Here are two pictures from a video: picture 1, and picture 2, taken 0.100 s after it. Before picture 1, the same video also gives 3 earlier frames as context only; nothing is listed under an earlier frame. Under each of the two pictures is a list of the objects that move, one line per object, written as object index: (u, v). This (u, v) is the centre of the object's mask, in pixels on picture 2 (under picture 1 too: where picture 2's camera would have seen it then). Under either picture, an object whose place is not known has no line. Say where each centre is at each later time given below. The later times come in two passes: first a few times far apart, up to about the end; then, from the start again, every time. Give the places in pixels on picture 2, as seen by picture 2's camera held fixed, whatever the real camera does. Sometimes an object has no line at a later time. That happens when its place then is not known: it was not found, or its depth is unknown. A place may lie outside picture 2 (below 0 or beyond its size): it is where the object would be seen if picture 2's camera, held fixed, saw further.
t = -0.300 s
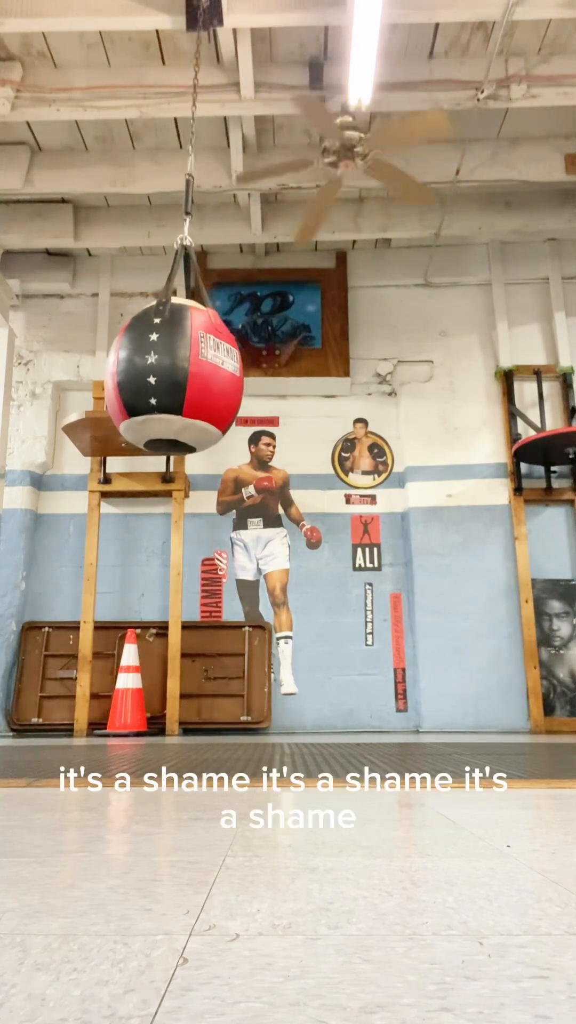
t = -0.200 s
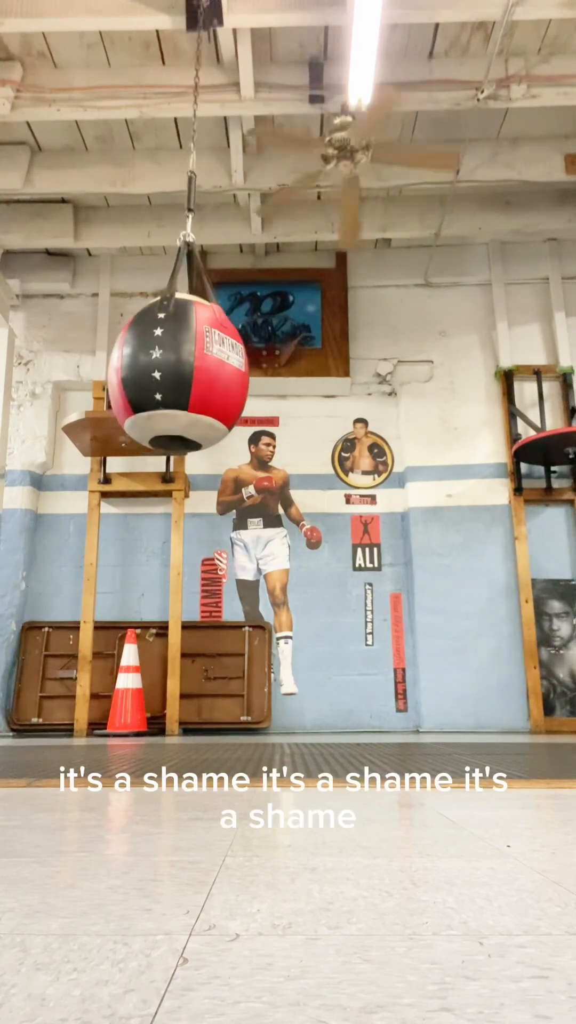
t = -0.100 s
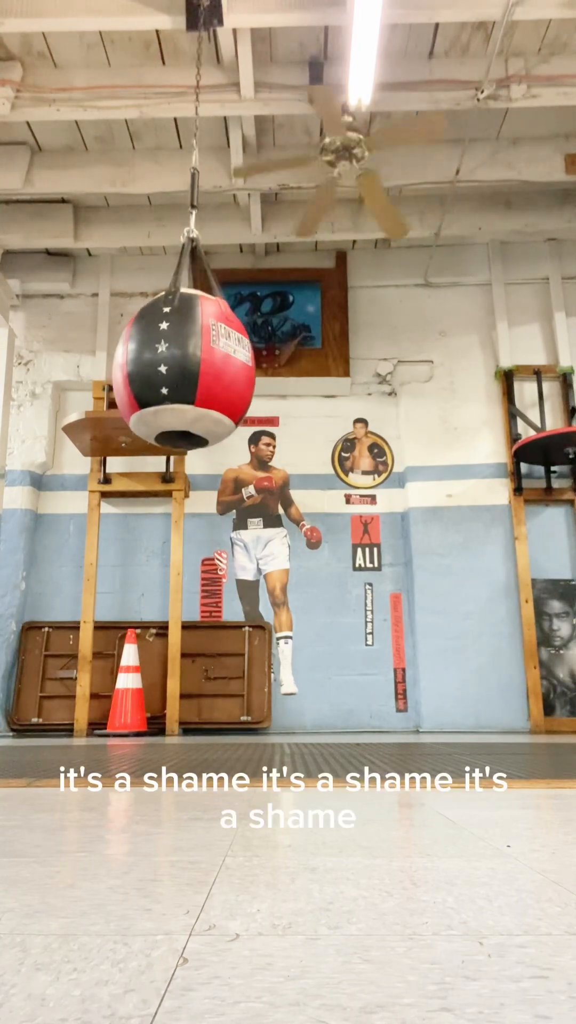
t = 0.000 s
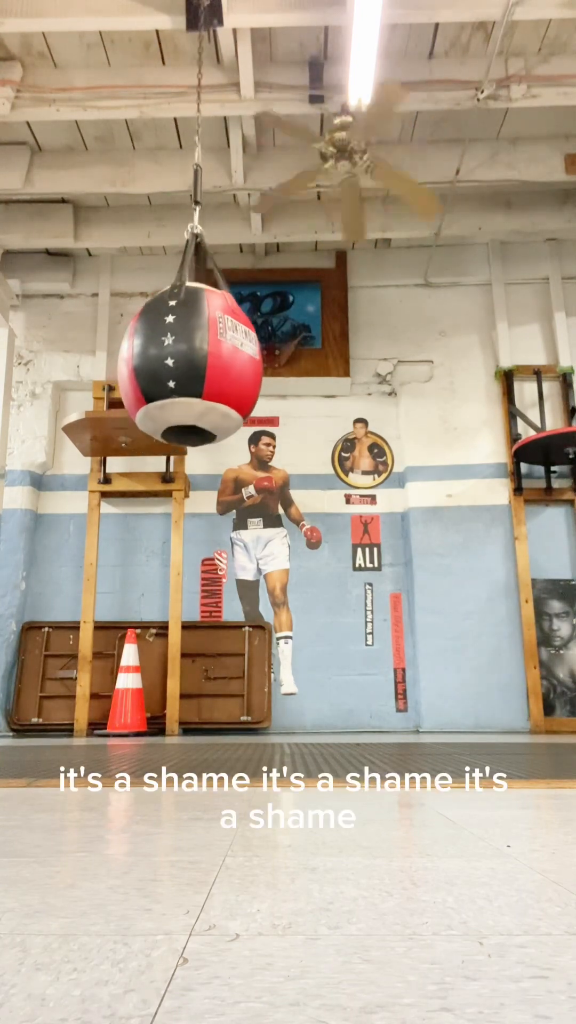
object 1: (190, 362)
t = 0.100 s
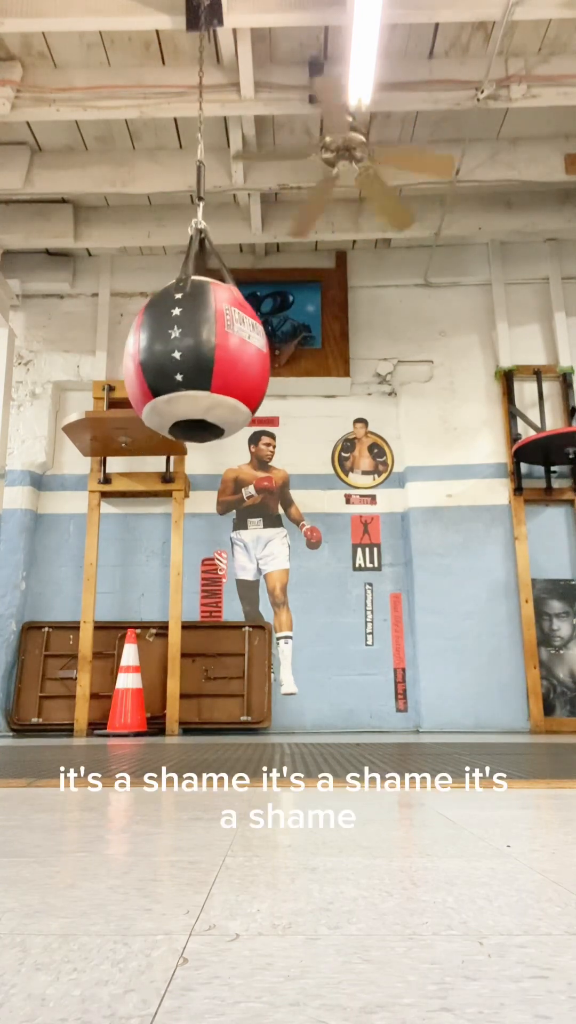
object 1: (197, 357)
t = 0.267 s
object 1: (207, 349)
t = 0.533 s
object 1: (220, 340)
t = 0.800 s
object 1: (223, 340)
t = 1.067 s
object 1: (215, 349)
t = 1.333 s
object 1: (200, 363)
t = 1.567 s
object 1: (186, 368)
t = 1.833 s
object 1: (174, 374)
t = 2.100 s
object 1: (170, 375)
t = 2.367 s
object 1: (173, 371)
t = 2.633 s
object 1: (185, 364)
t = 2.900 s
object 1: (201, 351)
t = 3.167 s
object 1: (216, 343)
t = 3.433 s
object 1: (223, 338)
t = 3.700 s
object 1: (219, 344)
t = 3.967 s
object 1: (206, 357)
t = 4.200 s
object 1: (192, 367)
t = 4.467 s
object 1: (178, 372)
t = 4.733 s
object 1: (170, 380)
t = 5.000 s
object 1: (171, 379)
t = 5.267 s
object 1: (180, 368)
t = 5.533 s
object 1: (195, 357)
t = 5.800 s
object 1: (210, 348)
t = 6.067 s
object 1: (220, 340)
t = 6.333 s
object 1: (221, 341)
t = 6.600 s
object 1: (211, 351)
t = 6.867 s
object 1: (196, 364)
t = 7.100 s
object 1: (183, 373)
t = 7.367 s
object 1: (173, 379)
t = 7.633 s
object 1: (171, 375)
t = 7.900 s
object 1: (176, 375)
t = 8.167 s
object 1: (189, 362)
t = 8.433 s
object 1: (204, 354)
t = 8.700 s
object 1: (217, 342)
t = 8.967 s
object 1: (221, 339)
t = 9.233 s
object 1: (215, 346)
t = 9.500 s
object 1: (202, 355)
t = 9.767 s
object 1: (187, 366)
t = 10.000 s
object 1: (177, 373)
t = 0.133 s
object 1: (199, 356)
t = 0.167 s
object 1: (201, 350)
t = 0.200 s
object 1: (203, 352)
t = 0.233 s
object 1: (205, 351)
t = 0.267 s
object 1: (207, 349)
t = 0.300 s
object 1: (209, 347)
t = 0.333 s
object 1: (211, 346)
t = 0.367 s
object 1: (213, 345)
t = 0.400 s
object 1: (215, 344)
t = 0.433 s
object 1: (216, 342)
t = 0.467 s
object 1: (218, 341)
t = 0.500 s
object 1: (219, 341)
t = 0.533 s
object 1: (220, 340)
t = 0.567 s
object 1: (221, 339)
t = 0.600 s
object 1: (222, 339)
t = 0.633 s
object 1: (223, 338)
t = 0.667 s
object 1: (223, 338)
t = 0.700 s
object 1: (223, 338)
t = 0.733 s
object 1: (223, 339)
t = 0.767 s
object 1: (223, 339)
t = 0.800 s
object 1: (223, 340)
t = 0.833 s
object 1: (223, 341)
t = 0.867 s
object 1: (222, 341)
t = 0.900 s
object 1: (221, 343)
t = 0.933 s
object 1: (220, 344)
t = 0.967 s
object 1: (219, 345)
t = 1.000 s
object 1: (218, 346)
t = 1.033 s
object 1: (217, 348)
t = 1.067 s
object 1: (215, 349)
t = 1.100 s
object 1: (214, 351)
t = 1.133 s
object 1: (212, 353)
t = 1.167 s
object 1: (210, 354)
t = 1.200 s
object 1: (208, 356)
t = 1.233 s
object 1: (206, 358)
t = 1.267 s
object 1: (204, 359)
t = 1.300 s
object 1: (202, 361)
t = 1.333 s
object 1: (200, 363)
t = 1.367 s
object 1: (198, 365)
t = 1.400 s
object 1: (196, 366)
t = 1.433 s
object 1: (194, 367)
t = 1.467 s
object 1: (192, 365)
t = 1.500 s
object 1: (189, 370)
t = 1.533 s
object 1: (188, 367)
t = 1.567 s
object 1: (186, 368)
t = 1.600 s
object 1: (184, 373)
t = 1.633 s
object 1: (182, 374)
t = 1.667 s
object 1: (180, 376)
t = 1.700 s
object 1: (179, 372)
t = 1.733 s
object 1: (177, 377)
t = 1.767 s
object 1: (176, 378)
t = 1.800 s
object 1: (175, 374)
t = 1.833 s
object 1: (174, 374)
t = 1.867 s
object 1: (173, 374)
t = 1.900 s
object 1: (172, 375)
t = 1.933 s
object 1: (171, 375)
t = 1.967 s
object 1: (171, 375)
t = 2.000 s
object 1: (170, 375)
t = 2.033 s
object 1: (170, 375)
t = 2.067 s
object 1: (170, 375)
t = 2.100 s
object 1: (170, 375)
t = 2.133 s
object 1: (170, 375)
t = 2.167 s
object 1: (170, 374)
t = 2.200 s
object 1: (170, 374)
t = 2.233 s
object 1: (170, 374)
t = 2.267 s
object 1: (171, 373)
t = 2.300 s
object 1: (171, 373)
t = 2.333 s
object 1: (172, 377)
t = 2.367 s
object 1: (173, 371)
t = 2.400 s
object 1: (174, 371)
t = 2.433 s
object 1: (175, 370)
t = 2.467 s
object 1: (177, 369)
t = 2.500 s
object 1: (178, 368)
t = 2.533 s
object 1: (180, 367)
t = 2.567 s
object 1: (181, 366)
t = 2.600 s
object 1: (183, 365)
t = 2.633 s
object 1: (185, 364)
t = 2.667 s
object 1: (187, 362)
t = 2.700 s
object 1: (189, 360)
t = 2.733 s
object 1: (191, 359)
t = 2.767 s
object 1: (193, 357)
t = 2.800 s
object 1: (195, 356)
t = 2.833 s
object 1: (197, 358)
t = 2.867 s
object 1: (199, 357)
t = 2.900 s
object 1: (201, 351)
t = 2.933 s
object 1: (203, 353)
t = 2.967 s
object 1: (205, 352)
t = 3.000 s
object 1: (207, 350)
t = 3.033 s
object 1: (209, 348)
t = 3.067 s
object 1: (211, 343)
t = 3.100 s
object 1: (212, 346)
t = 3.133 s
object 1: (214, 344)
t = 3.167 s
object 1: (216, 343)
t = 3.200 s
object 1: (217, 342)
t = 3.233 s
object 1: (218, 341)
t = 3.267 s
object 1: (219, 340)
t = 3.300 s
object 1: (220, 340)
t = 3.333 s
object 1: (221, 339)
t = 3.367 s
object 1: (222, 339)
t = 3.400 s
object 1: (222, 338)
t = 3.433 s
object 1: (223, 338)
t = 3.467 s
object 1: (223, 339)
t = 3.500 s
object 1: (223, 339)
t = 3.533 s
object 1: (222, 339)
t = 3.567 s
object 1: (222, 340)
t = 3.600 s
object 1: (221, 341)
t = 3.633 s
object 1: (221, 342)
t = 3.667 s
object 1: (220, 343)
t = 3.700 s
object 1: (219, 344)
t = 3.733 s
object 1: (218, 346)
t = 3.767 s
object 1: (216, 347)
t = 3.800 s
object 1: (215, 348)
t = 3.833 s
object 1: (213, 350)
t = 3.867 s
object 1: (211, 352)
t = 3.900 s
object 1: (210, 353)
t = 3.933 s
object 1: (208, 355)
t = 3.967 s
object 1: (206, 357)
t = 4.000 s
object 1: (204, 359)
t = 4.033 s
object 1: (202, 360)
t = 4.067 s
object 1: (200, 362)
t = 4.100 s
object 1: (198, 363)
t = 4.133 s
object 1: (196, 361)
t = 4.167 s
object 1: (194, 366)
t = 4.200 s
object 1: (192, 367)
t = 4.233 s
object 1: (190, 365)
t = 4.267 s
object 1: (188, 366)
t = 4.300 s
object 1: (186, 367)
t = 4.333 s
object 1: (185, 369)
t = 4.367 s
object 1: (183, 369)
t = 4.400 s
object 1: (181, 370)
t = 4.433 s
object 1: (180, 371)
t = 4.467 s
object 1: (178, 372)
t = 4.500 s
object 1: (176, 377)
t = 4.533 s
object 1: (176, 373)
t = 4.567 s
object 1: (175, 374)
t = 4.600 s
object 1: (174, 374)
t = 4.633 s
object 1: (173, 374)
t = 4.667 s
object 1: (171, 380)
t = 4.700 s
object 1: (171, 380)
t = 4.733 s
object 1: (170, 380)
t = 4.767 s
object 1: (171, 375)
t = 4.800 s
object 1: (170, 375)
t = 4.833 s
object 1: (170, 375)
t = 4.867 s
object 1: (170, 375)
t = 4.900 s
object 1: (170, 375)
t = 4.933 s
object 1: (170, 380)
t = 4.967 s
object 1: (170, 379)
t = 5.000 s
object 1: (171, 379)
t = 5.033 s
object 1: (172, 373)
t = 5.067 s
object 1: (172, 377)
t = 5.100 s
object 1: (174, 372)
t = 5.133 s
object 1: (175, 371)
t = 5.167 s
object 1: (176, 370)
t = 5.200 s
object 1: (177, 370)
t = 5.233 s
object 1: (178, 369)
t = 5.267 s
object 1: (180, 368)
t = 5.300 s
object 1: (182, 367)
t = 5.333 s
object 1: (183, 365)
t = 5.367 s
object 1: (185, 364)
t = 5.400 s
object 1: (187, 363)
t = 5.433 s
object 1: (189, 361)
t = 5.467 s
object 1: (191, 360)
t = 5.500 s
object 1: (193, 358)
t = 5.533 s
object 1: (195, 357)
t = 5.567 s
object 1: (197, 355)
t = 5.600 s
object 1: (198, 357)
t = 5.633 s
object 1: (201, 352)
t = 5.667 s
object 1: (203, 354)
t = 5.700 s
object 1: (205, 353)
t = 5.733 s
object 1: (207, 351)
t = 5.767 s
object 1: (208, 349)
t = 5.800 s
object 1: (210, 348)
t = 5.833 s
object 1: (212, 347)
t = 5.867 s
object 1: (214, 345)
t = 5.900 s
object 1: (215, 344)
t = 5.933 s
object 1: (216, 343)
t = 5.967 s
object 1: (218, 342)
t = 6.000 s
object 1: (219, 341)
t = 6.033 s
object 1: (220, 340)
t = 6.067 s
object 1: (220, 340)
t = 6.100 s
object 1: (221, 339)
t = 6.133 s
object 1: (221, 338)
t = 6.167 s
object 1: (222, 338)
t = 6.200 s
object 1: (222, 338)
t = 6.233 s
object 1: (222, 339)
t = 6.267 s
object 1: (222, 339)
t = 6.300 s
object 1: (221, 340)
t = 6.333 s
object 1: (221, 341)
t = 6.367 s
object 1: (220, 342)
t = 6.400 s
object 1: (219, 343)
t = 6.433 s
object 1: (218, 344)
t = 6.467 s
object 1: (217, 345)
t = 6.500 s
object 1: (216, 347)
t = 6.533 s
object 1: (214, 348)
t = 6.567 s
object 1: (213, 349)
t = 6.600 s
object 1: (211, 351)
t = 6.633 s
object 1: (209, 353)
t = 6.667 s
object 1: (208, 354)
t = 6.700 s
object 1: (206, 356)
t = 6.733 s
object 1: (204, 358)
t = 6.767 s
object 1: (202, 360)
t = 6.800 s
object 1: (200, 357)
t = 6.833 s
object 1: (198, 362)
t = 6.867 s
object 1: (196, 364)
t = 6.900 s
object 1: (194, 365)
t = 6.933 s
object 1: (192, 367)
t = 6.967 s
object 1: (190, 364)
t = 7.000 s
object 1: (188, 365)
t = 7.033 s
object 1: (187, 367)
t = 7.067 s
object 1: (185, 368)
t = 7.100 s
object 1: (183, 373)
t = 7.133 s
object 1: (182, 370)
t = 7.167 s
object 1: (180, 371)
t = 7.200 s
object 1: (179, 372)
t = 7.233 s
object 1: (177, 372)
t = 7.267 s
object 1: (176, 373)
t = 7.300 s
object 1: (175, 373)
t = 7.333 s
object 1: (173, 379)
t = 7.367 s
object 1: (173, 379)
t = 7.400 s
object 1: (173, 375)
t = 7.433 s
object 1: (171, 380)
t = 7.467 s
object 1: (172, 375)
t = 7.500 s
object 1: (171, 375)
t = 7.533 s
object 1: (171, 375)
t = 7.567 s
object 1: (171, 375)
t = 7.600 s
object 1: (171, 375)
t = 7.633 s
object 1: (171, 375)
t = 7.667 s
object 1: (171, 374)
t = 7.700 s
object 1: (172, 374)
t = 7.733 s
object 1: (172, 374)
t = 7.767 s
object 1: (173, 374)
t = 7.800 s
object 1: (173, 373)
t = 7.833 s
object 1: (174, 372)
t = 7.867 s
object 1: (175, 376)
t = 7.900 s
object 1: (176, 375)
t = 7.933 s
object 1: (178, 370)
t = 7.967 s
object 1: (179, 369)
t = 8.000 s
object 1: (180, 368)
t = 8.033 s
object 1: (181, 372)
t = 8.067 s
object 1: (183, 370)
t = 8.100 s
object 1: (185, 365)
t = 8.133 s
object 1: (187, 363)
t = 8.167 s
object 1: (189, 362)
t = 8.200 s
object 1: (191, 361)
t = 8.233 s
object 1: (193, 359)
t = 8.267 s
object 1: (195, 358)
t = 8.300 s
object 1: (196, 360)
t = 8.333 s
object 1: (198, 358)
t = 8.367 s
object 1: (200, 357)
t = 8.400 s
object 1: (202, 355)
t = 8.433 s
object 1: (204, 354)
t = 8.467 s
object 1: (206, 352)
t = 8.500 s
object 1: (208, 350)
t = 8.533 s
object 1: (210, 349)
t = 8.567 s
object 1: (211, 347)
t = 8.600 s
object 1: (213, 346)
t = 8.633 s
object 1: (214, 345)
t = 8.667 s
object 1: (216, 343)
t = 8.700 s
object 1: (217, 342)
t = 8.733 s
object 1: (218, 341)
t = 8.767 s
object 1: (219, 341)
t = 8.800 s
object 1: (220, 340)
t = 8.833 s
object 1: (220, 339)
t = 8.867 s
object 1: (221, 339)
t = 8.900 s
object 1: (221, 339)
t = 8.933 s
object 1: (221, 339)
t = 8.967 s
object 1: (221, 339)
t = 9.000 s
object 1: (221, 339)
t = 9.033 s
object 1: (220, 340)
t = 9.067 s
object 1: (220, 340)
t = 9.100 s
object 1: (219, 341)
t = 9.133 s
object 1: (218, 342)
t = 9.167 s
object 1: (217, 343)
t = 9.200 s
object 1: (216, 345)
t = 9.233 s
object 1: (215, 346)
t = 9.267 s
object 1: (214, 347)
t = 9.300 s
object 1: (212, 349)
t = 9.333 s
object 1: (211, 350)
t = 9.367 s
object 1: (209, 352)
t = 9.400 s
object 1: (207, 353)
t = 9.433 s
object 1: (205, 355)
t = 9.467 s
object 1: (204, 357)
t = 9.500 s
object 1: (202, 355)
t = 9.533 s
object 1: (200, 360)
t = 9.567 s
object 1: (198, 362)
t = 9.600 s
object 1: (196, 363)
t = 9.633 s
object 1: (194, 364)
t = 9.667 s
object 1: (192, 362)
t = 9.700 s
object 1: (190, 363)
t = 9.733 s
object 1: (189, 365)
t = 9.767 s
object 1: (187, 366)
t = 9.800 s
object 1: (185, 367)
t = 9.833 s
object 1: (184, 368)
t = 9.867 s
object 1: (182, 369)
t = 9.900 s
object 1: (180, 370)
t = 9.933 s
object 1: (179, 371)
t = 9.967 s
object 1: (178, 372)
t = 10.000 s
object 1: (177, 373)
